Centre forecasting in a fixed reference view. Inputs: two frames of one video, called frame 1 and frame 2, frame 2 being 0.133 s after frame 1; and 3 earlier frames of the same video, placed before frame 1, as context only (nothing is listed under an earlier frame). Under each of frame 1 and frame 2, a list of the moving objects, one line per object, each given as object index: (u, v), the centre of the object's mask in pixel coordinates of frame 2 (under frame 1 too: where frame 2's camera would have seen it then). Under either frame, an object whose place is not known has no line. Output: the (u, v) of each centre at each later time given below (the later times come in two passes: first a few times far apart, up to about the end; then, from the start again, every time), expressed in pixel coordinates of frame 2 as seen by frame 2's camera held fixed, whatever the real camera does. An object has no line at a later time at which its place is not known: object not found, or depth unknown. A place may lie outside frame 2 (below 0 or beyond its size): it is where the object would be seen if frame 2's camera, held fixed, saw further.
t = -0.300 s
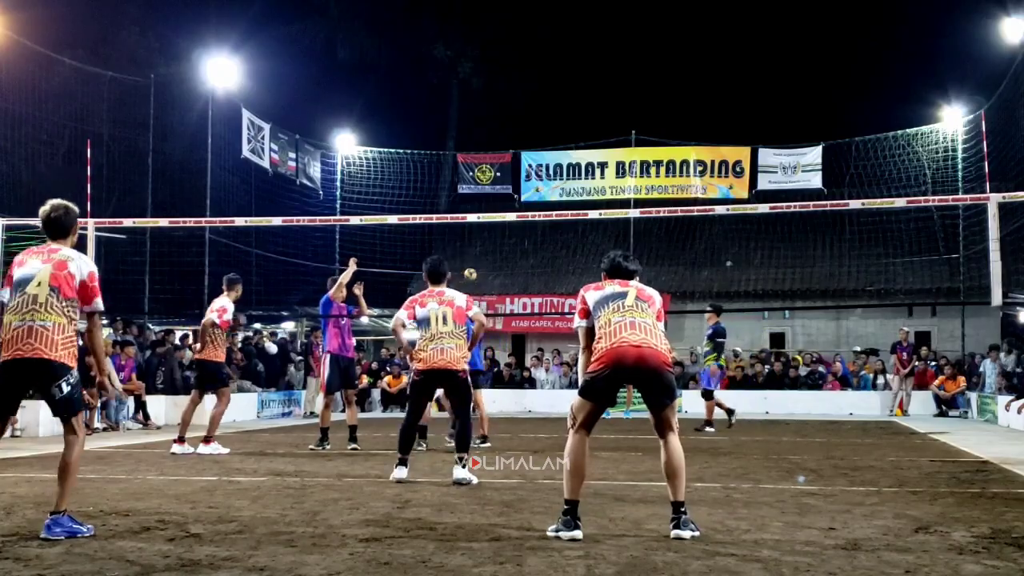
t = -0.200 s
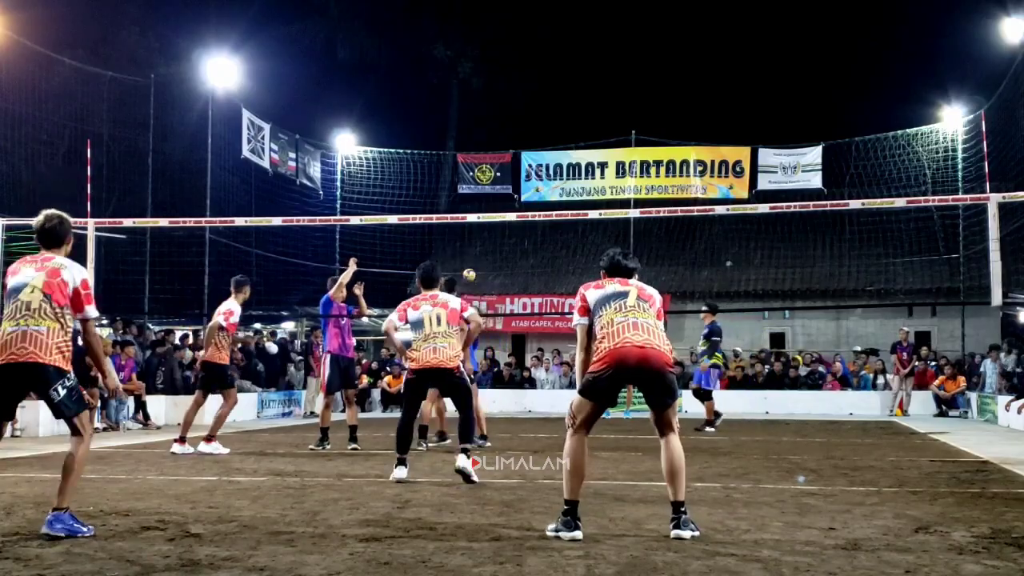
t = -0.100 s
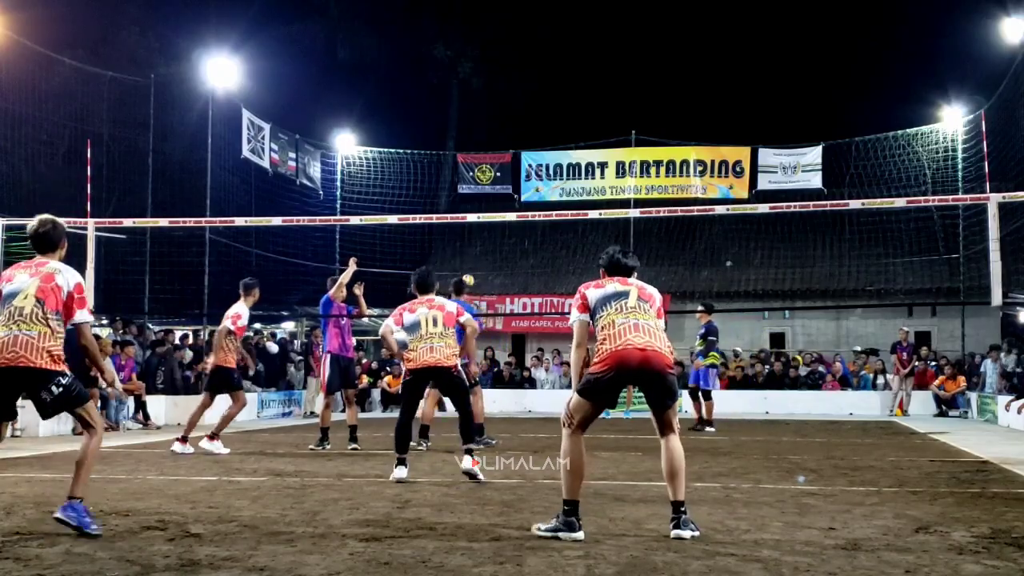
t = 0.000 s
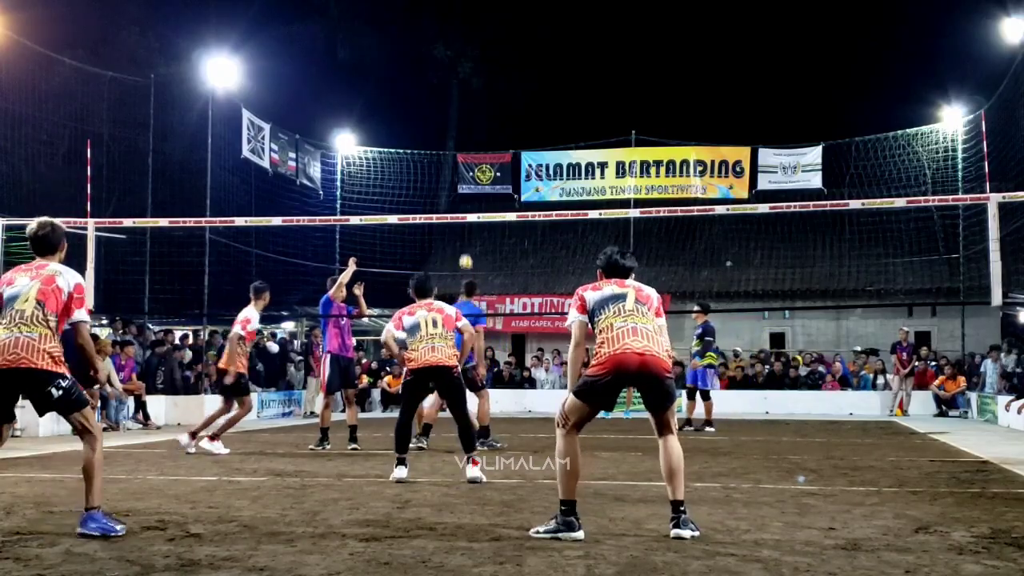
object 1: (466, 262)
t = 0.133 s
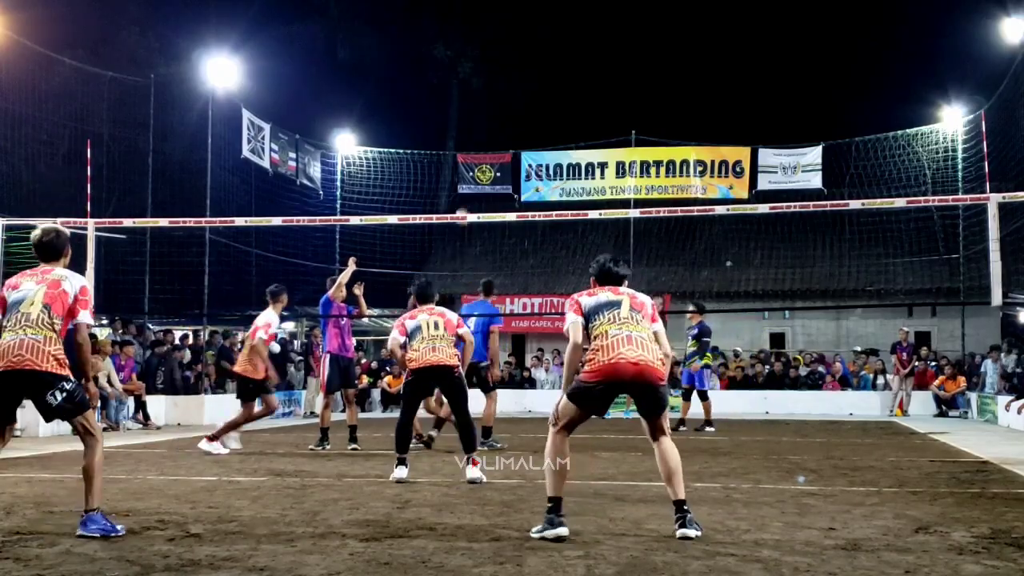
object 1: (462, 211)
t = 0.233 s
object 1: (461, 184)
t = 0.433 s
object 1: (458, 129)
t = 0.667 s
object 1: (458, 95)
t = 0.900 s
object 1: (456, 119)
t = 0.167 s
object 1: (462, 206)
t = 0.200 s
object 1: (461, 197)
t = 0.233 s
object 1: (461, 184)
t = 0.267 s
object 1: (460, 174)
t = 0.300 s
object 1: (460, 164)
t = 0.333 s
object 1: (459, 154)
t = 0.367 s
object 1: (459, 145)
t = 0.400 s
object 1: (459, 137)
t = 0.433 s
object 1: (458, 129)
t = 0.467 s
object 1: (458, 122)
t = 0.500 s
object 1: (457, 115)
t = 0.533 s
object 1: (457, 109)
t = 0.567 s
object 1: (457, 104)
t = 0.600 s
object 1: (457, 100)
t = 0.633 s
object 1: (457, 97)
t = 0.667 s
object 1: (458, 95)
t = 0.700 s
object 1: (458, 94)
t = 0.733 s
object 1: (458, 94)
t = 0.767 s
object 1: (458, 96)
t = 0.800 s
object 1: (458, 99)
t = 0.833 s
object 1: (457, 103)
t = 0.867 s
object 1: (457, 110)
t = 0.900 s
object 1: (456, 119)
